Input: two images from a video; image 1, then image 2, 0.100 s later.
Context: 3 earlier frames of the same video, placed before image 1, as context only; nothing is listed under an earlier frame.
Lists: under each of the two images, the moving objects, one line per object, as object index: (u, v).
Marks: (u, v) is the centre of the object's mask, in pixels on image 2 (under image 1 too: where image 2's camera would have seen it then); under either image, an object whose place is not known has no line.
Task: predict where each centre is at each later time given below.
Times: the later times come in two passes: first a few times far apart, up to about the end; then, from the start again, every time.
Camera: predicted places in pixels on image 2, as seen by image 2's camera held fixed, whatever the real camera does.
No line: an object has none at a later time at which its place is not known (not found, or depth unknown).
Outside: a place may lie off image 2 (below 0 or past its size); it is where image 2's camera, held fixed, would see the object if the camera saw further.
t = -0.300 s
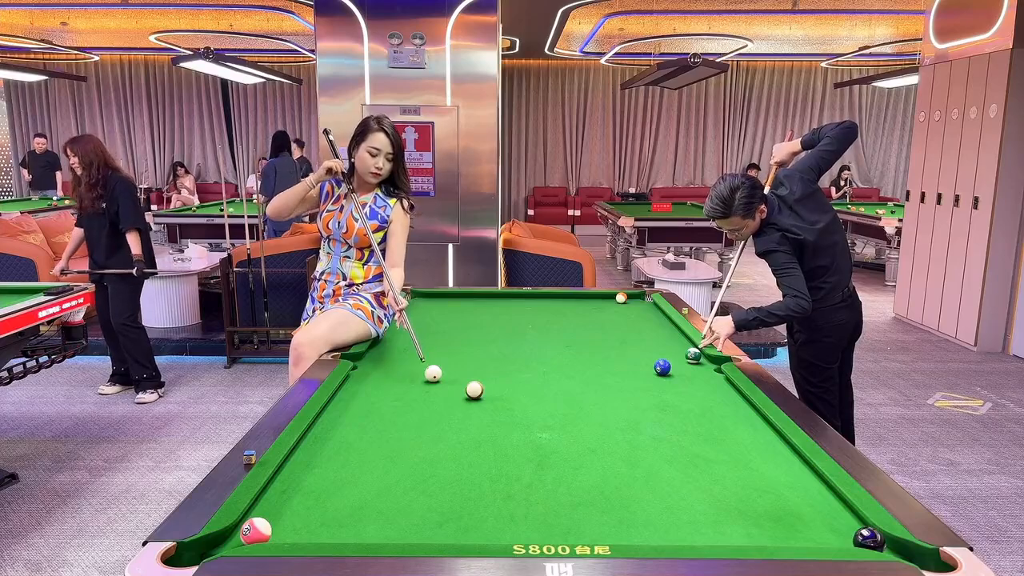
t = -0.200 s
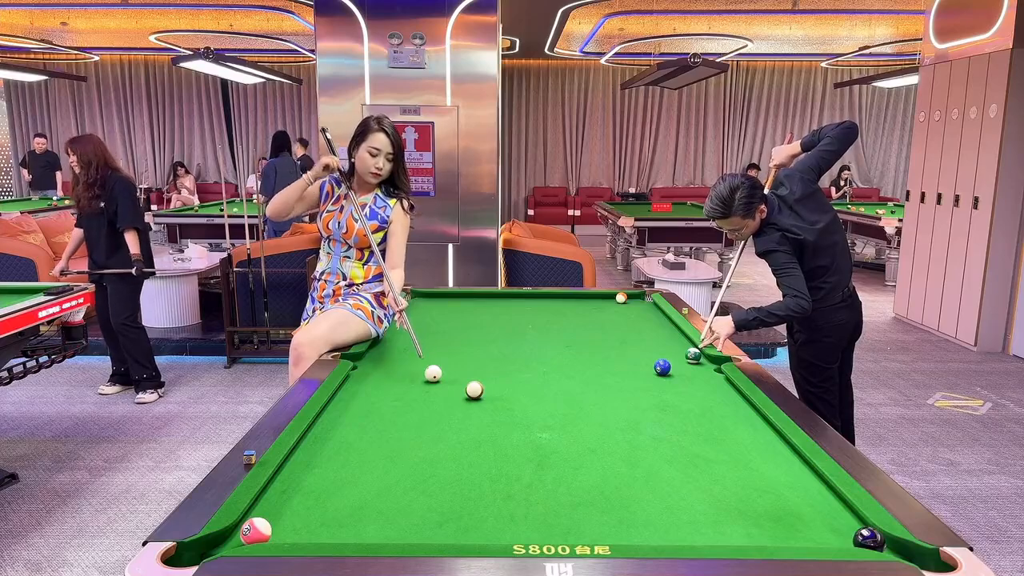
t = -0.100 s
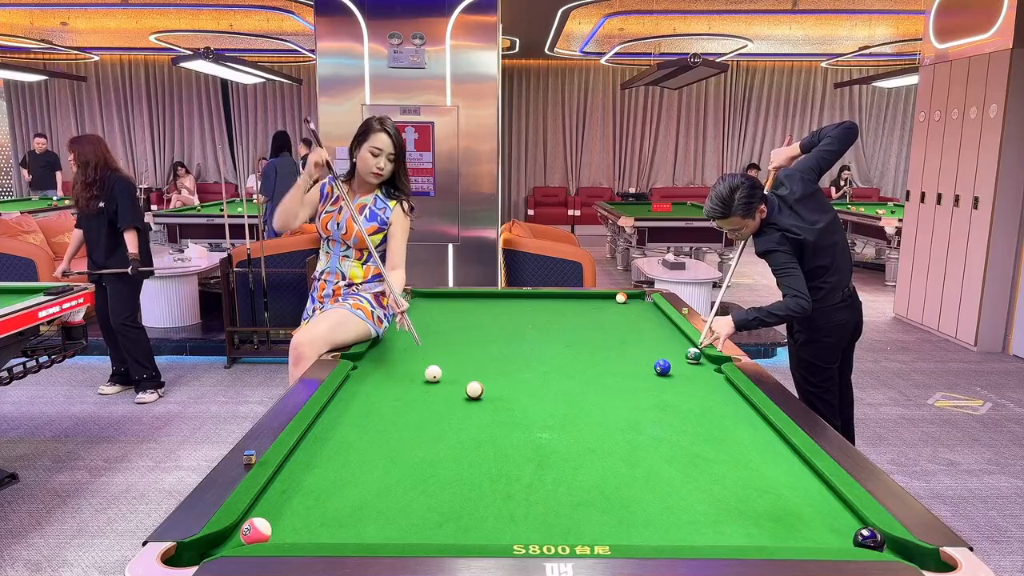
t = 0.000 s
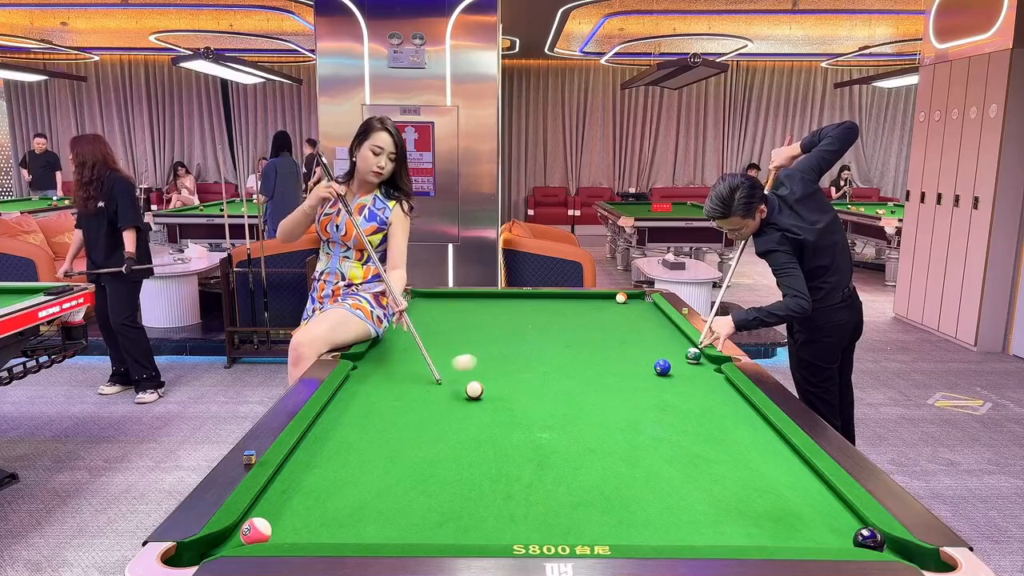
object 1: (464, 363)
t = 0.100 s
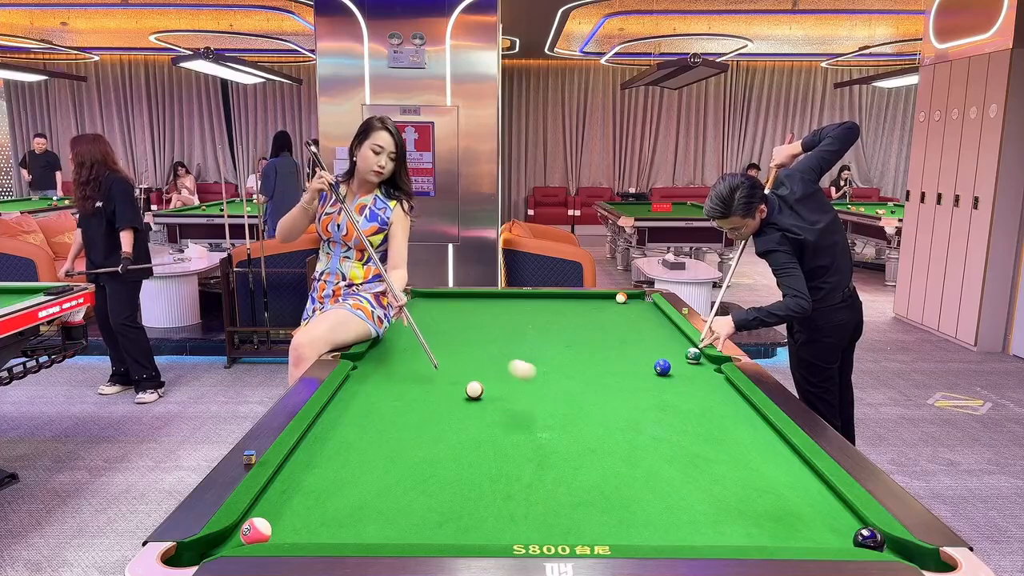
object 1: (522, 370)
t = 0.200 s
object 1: (592, 414)
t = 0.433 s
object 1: (800, 509)
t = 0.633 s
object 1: (859, 531)
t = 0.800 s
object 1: (857, 533)
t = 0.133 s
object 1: (544, 379)
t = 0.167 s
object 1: (567, 395)
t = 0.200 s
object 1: (592, 414)
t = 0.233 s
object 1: (618, 440)
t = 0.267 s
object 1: (645, 446)
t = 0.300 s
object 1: (672, 452)
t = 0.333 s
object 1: (701, 462)
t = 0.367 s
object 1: (732, 478)
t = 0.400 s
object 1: (765, 499)
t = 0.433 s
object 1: (800, 509)
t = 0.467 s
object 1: (834, 523)
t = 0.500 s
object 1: (844, 527)
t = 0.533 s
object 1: (847, 529)
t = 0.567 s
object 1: (851, 530)
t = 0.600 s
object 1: (855, 530)
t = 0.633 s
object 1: (859, 531)
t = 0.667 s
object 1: (863, 532)
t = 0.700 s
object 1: (861, 532)
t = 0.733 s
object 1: (860, 532)
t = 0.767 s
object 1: (858, 533)
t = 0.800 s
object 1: (857, 533)
